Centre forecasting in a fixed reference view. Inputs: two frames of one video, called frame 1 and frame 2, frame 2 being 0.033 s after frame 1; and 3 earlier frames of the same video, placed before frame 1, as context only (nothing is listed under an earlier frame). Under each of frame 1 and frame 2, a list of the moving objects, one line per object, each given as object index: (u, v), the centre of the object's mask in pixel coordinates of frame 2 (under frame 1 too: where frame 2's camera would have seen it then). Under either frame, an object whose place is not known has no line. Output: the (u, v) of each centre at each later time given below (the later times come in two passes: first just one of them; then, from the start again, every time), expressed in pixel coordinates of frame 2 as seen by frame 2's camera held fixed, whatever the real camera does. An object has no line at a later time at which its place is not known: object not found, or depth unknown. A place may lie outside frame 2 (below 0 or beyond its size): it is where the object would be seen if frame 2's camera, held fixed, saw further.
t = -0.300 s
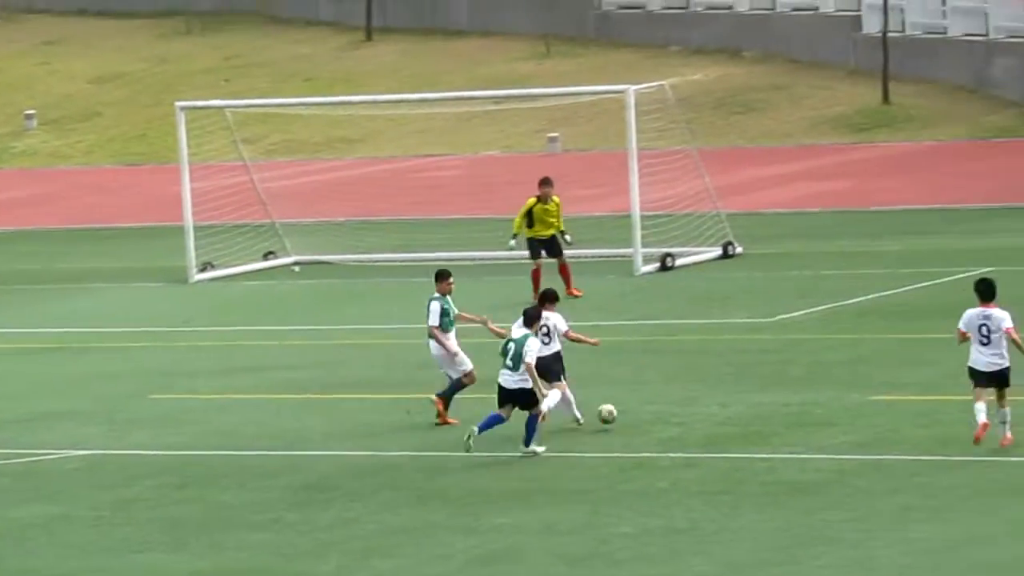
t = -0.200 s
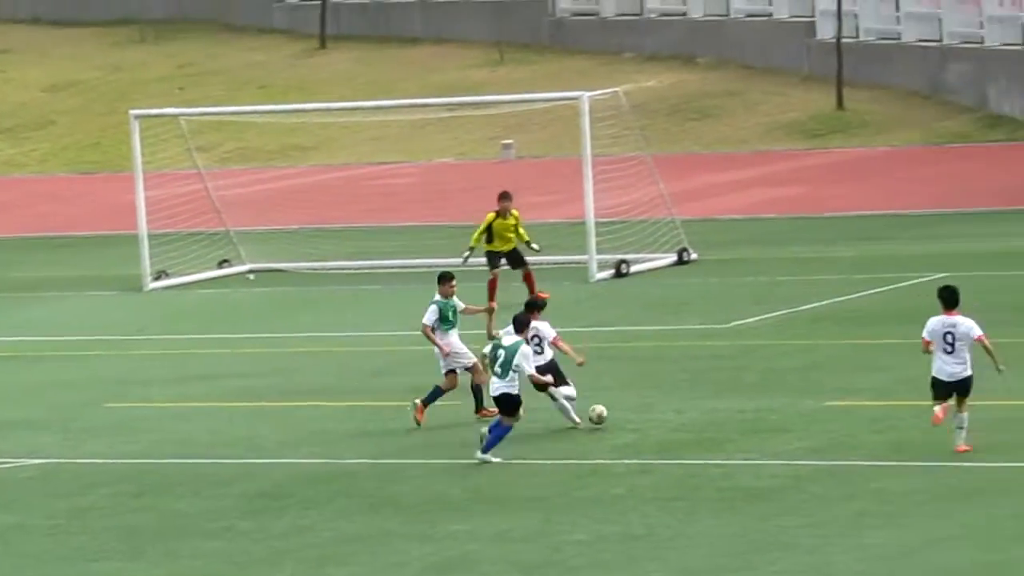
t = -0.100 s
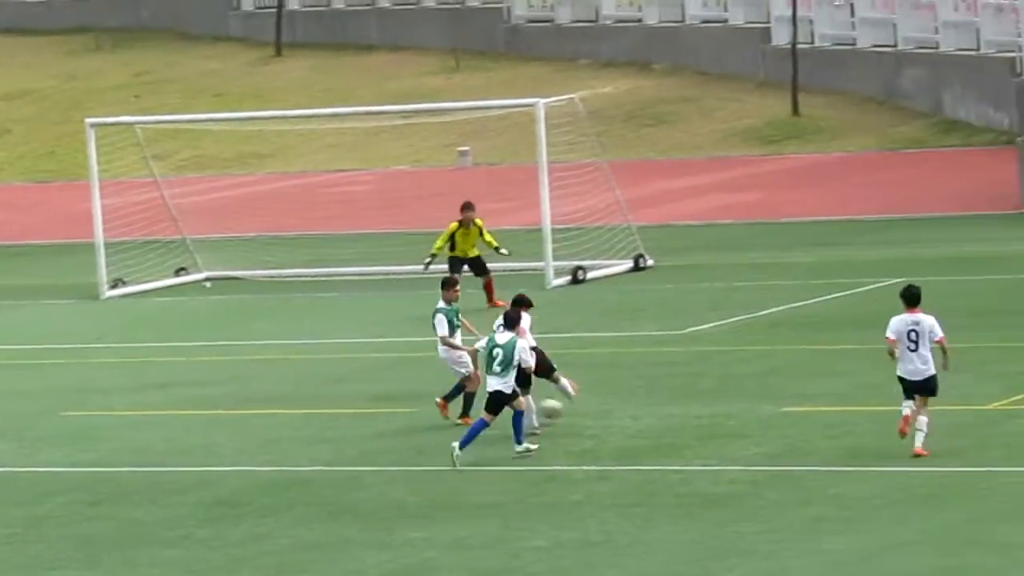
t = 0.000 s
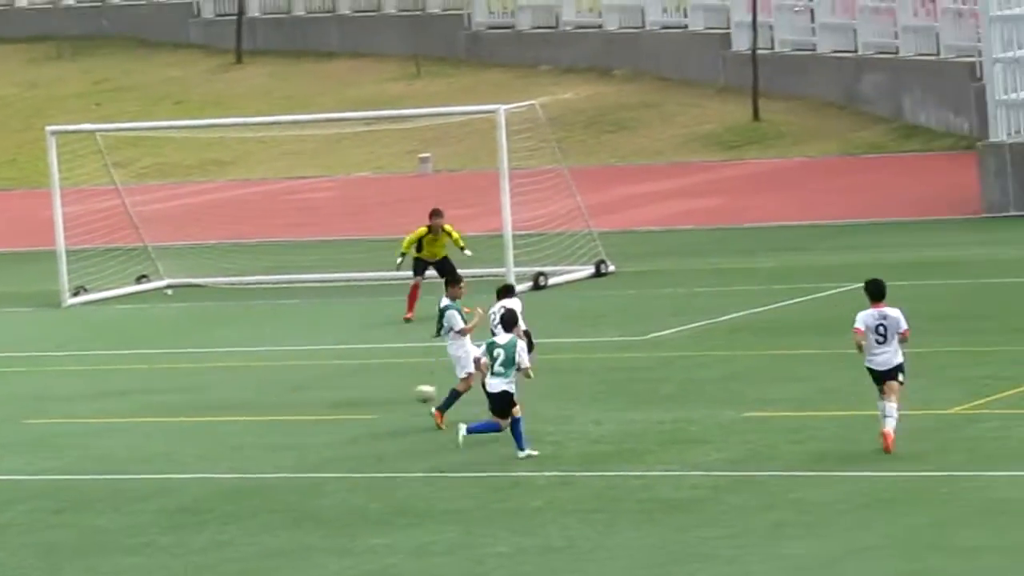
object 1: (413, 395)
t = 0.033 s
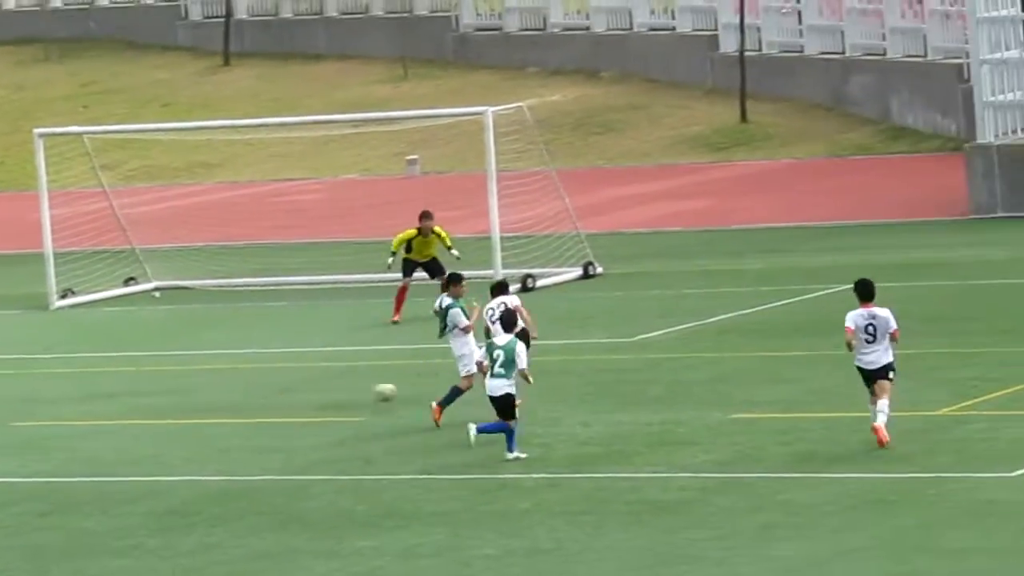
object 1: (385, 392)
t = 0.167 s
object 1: (278, 385)
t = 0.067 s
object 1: (357, 390)
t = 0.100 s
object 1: (329, 390)
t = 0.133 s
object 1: (302, 390)
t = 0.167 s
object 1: (278, 385)
